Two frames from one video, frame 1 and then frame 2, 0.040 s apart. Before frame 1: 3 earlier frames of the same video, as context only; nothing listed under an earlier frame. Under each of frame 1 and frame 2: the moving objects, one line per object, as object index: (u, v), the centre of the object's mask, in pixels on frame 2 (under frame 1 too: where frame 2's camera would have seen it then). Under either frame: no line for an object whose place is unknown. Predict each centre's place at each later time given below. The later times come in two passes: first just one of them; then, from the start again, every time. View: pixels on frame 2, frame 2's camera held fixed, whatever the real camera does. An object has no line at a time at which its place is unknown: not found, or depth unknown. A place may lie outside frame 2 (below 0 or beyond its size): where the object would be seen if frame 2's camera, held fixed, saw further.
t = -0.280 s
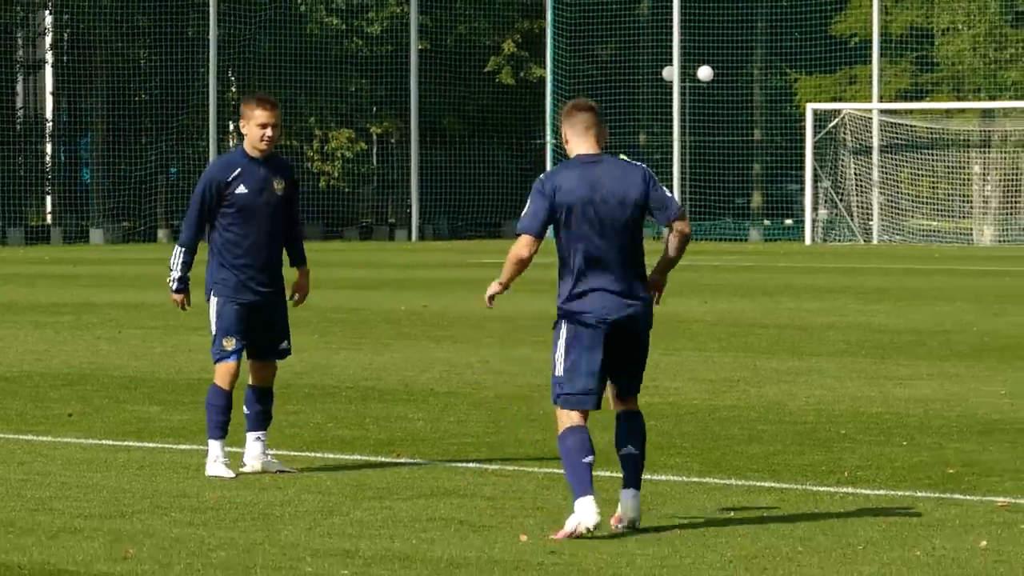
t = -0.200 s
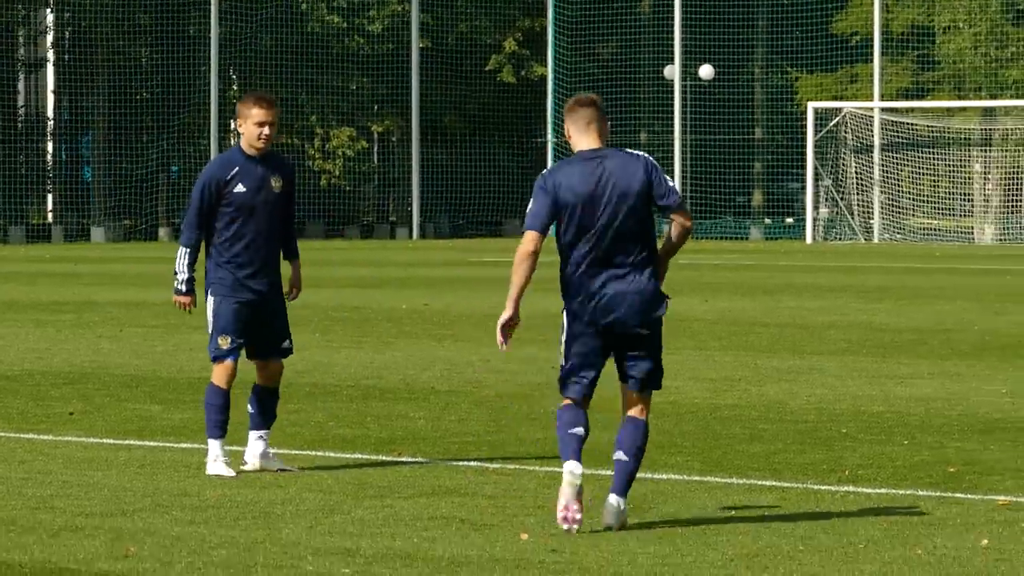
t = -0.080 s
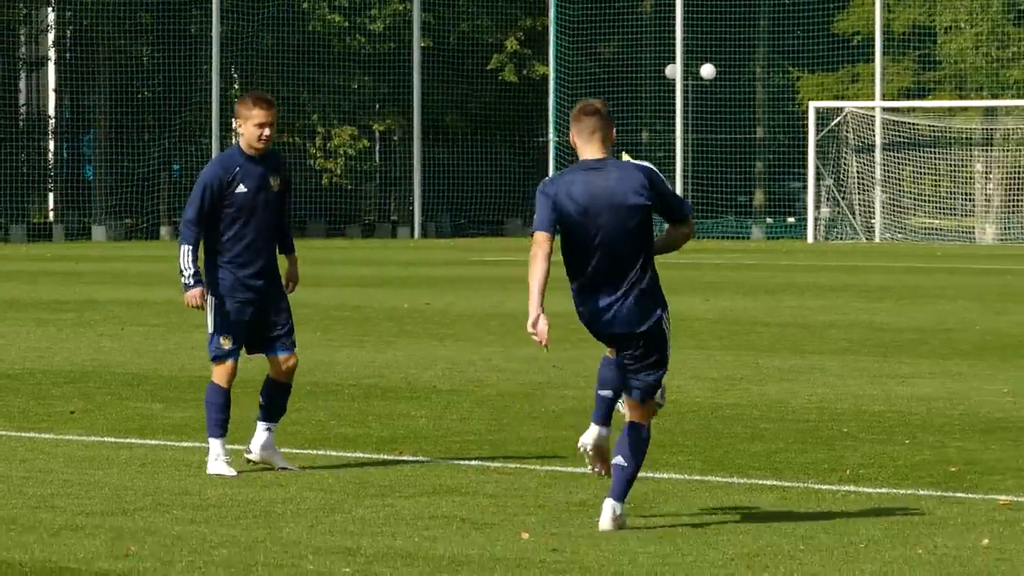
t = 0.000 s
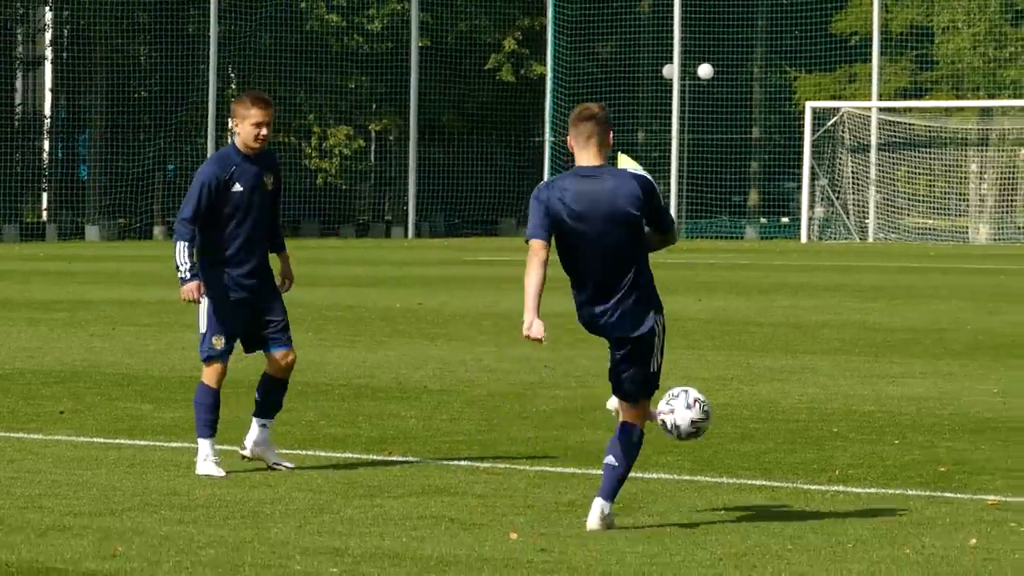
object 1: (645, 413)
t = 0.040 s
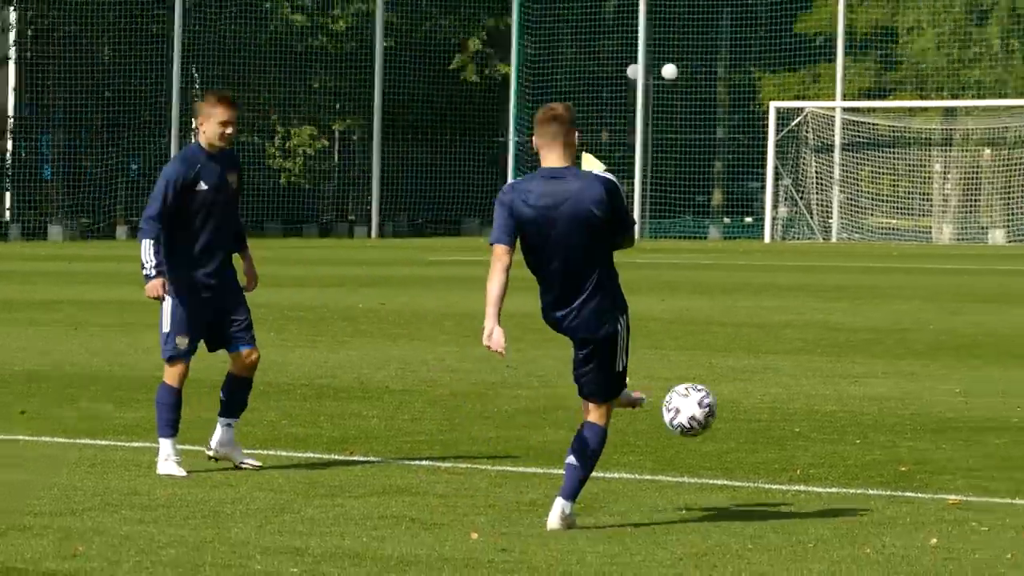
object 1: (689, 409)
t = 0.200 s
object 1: (855, 433)
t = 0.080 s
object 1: (732, 410)
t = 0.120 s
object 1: (773, 415)
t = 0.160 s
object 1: (814, 421)
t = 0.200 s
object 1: (855, 433)
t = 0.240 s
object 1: (896, 449)
